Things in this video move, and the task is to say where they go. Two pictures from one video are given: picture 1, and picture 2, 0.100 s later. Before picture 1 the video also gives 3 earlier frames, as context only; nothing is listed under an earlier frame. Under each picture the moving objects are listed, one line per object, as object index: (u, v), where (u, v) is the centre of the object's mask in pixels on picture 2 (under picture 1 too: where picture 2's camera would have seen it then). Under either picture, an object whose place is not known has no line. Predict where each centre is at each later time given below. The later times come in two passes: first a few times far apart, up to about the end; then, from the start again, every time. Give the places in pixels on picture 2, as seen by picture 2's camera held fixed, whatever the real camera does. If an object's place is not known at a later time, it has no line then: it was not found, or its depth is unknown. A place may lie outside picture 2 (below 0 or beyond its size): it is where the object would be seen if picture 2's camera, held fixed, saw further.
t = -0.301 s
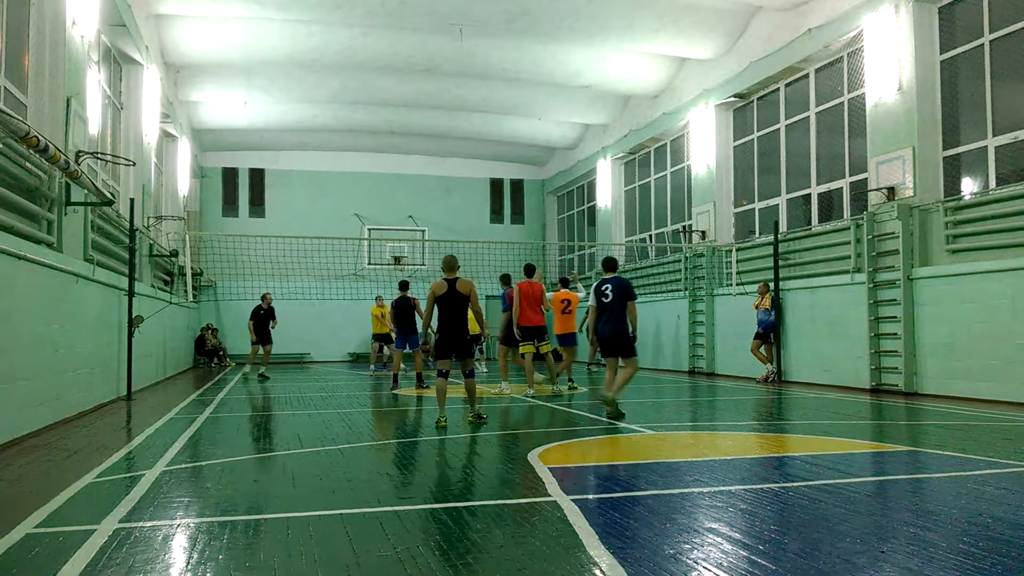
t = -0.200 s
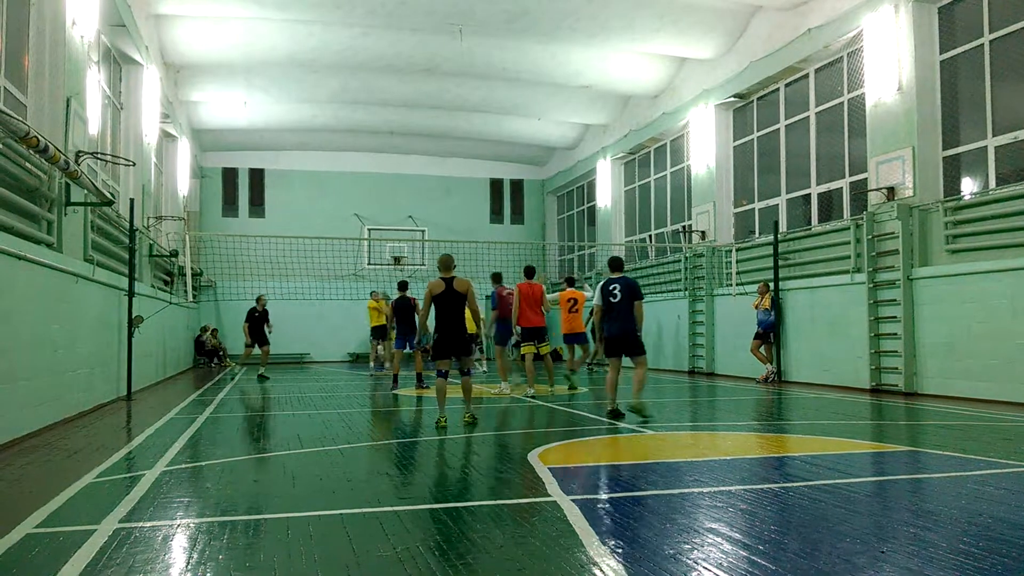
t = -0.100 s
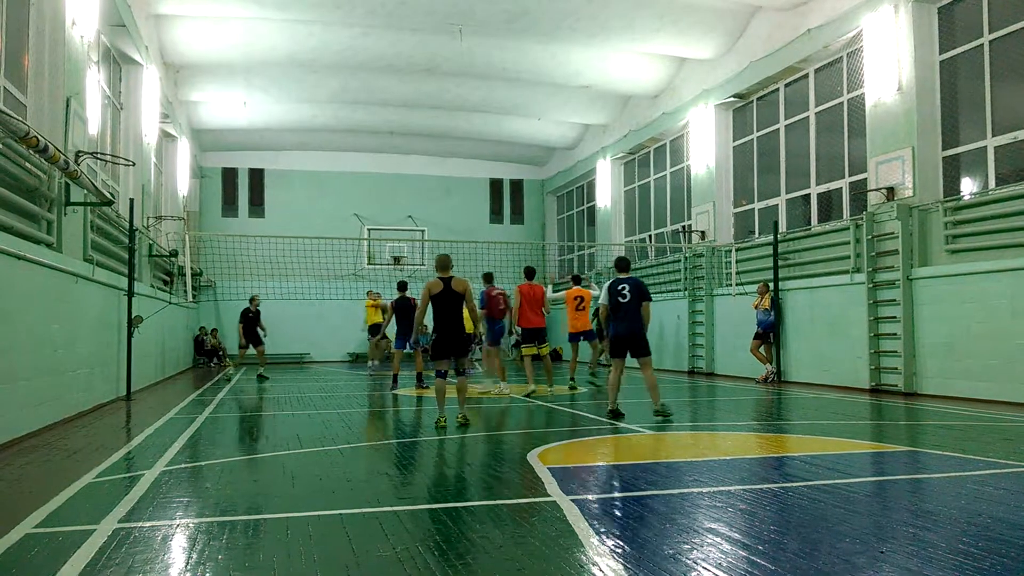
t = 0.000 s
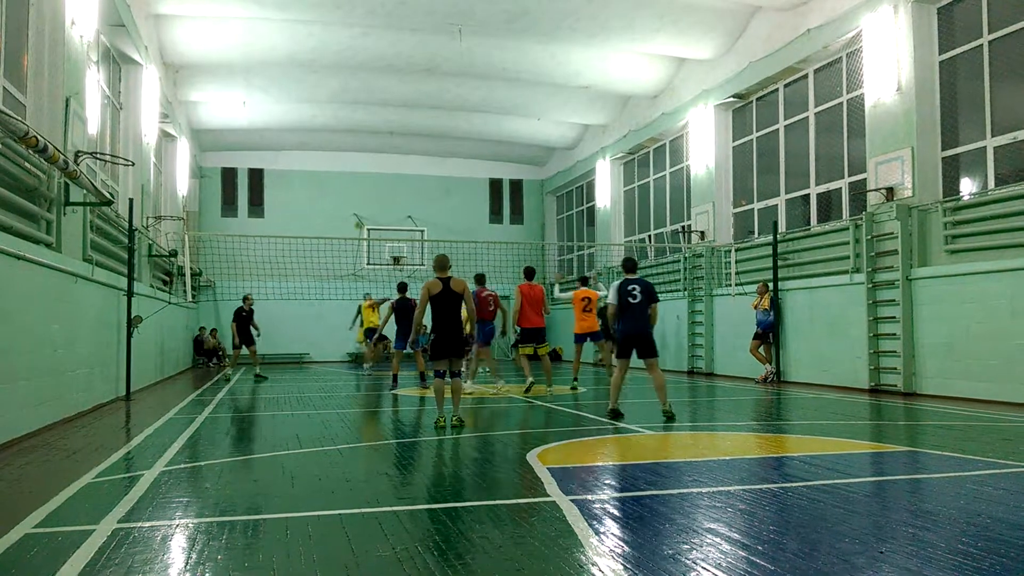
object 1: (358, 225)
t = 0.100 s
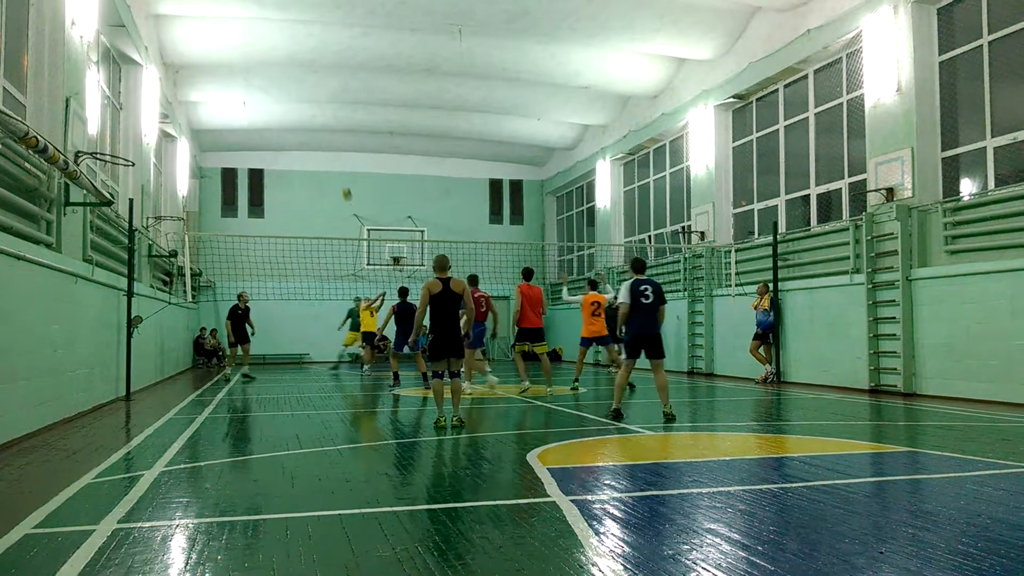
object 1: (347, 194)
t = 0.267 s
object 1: (325, 151)
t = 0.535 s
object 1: (288, 108)
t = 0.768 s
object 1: (254, 96)
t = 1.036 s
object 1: (211, 119)
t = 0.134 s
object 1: (343, 184)
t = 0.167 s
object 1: (337, 175)
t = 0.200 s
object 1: (334, 167)
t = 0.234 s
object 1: (330, 159)
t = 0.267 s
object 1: (325, 151)
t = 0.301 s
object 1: (321, 145)
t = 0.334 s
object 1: (317, 138)
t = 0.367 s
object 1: (312, 131)
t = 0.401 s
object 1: (307, 125)
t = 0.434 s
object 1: (303, 120)
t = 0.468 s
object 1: (298, 116)
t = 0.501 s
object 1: (294, 111)
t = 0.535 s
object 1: (288, 108)
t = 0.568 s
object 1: (283, 104)
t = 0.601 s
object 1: (279, 101)
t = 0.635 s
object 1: (275, 99)
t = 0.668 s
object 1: (269, 97)
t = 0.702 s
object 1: (264, 96)
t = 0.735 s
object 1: (259, 96)
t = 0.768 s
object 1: (254, 96)
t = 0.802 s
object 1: (249, 97)
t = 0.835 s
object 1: (244, 98)
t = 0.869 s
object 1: (238, 100)
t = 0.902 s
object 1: (233, 102)
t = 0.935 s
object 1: (227, 106)
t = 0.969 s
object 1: (222, 109)
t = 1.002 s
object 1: (216, 114)
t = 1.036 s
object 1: (211, 119)
